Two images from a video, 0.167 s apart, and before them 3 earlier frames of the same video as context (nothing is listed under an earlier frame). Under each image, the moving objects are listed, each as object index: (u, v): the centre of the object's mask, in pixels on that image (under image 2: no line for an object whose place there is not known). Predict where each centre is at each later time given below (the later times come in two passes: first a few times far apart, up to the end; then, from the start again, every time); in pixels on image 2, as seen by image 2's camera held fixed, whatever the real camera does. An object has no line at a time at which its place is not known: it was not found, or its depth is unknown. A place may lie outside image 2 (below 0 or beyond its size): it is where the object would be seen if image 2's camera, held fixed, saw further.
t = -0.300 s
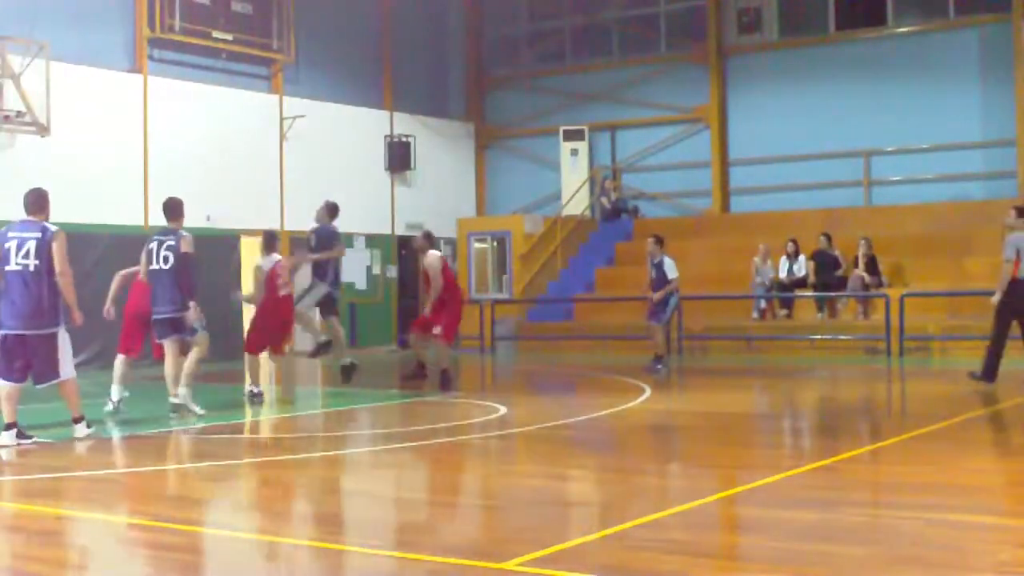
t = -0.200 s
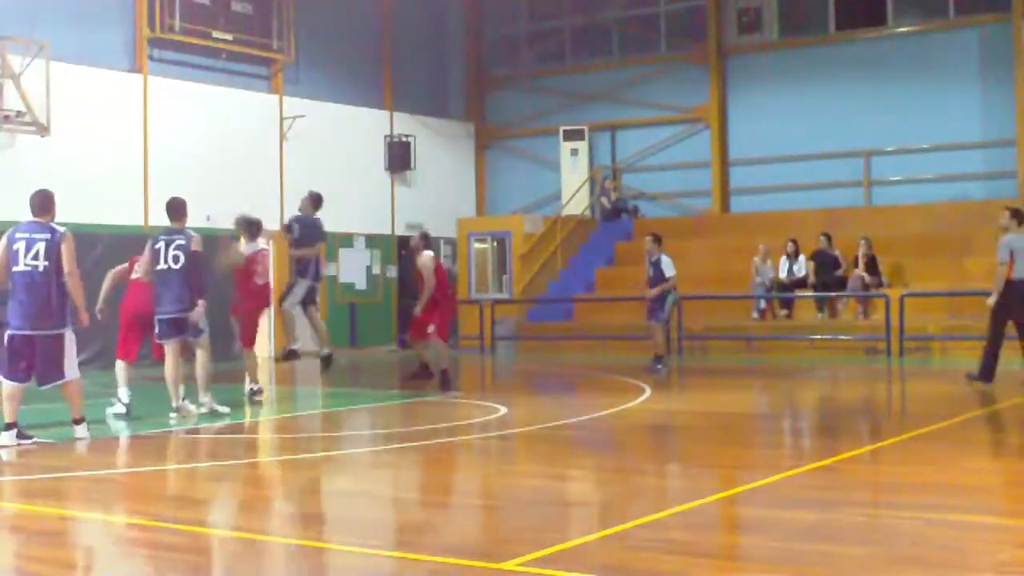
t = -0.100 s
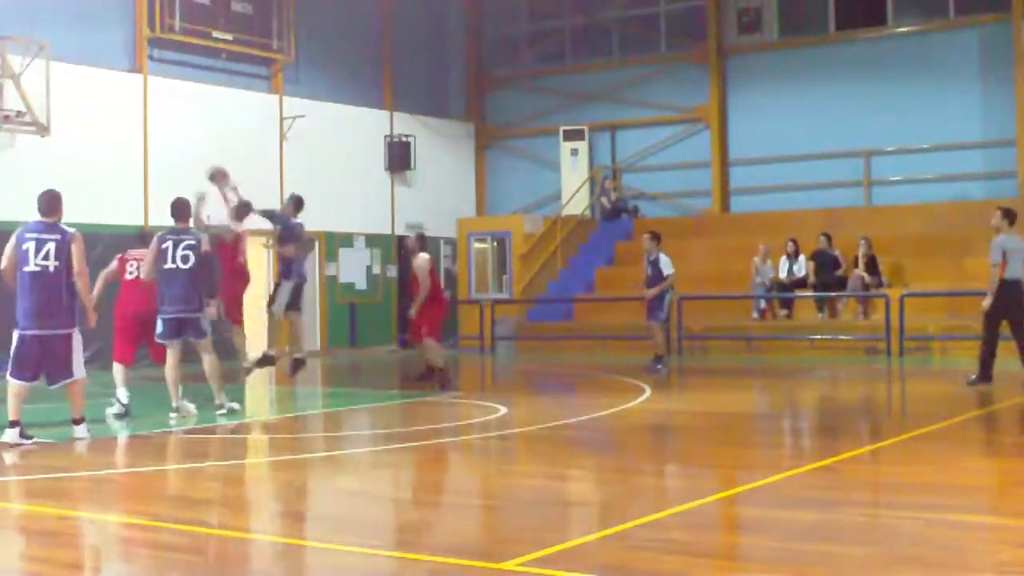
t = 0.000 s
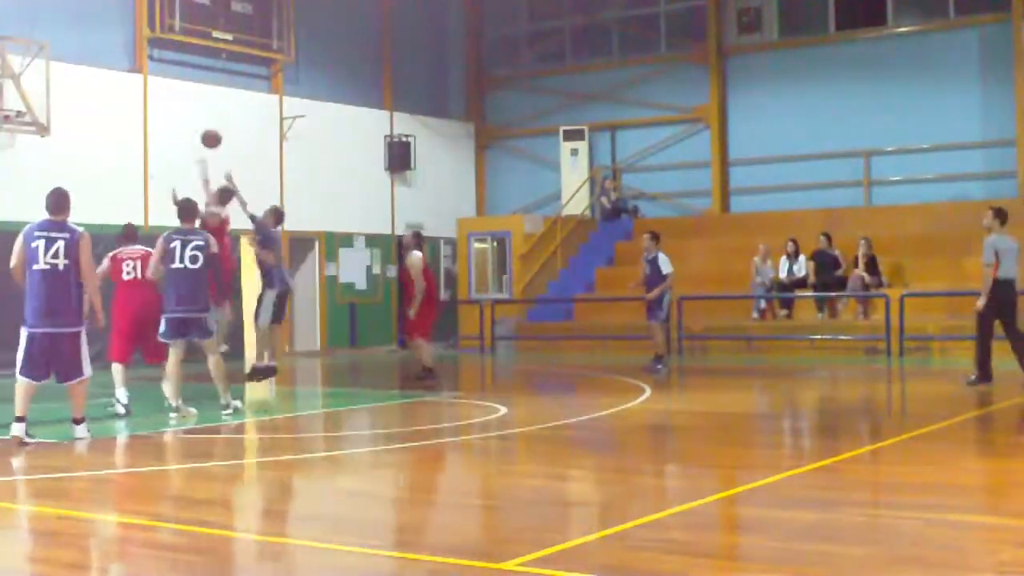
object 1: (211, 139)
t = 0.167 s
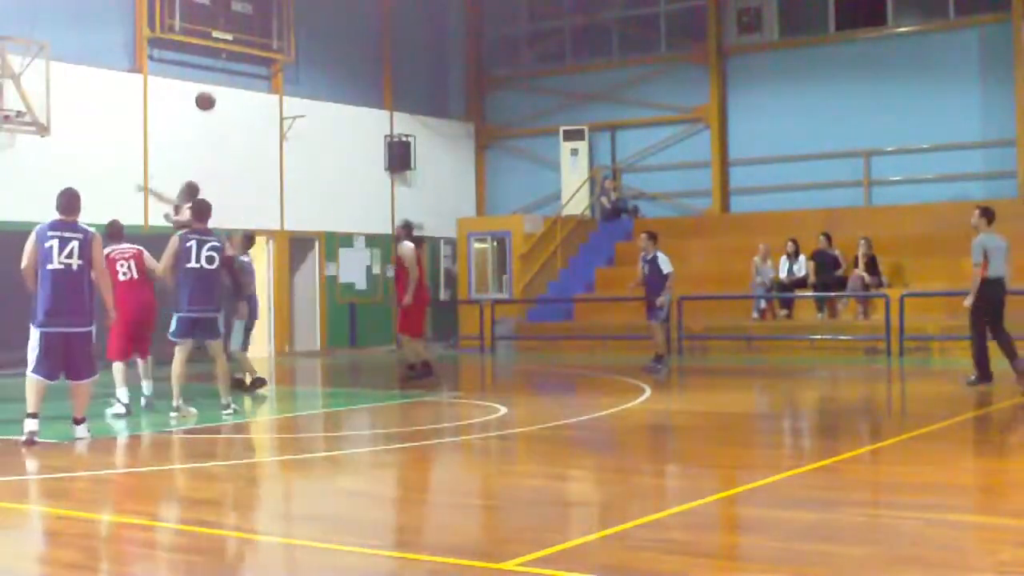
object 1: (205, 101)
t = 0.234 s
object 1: (203, 94)
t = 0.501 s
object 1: (194, 99)
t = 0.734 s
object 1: (187, 147)
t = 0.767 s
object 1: (186, 157)
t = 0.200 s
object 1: (204, 97)
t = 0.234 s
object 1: (203, 94)
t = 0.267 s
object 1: (201, 91)
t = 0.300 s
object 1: (200, 90)
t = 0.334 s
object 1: (199, 89)
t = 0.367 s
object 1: (198, 89)
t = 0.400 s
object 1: (197, 91)
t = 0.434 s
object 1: (196, 93)
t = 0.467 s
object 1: (195, 95)
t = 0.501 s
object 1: (194, 99)
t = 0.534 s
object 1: (193, 103)
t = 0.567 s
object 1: (192, 109)
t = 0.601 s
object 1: (191, 115)
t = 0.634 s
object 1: (190, 122)
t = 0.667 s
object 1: (189, 130)
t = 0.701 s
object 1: (188, 137)
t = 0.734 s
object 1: (187, 147)
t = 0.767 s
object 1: (186, 157)
